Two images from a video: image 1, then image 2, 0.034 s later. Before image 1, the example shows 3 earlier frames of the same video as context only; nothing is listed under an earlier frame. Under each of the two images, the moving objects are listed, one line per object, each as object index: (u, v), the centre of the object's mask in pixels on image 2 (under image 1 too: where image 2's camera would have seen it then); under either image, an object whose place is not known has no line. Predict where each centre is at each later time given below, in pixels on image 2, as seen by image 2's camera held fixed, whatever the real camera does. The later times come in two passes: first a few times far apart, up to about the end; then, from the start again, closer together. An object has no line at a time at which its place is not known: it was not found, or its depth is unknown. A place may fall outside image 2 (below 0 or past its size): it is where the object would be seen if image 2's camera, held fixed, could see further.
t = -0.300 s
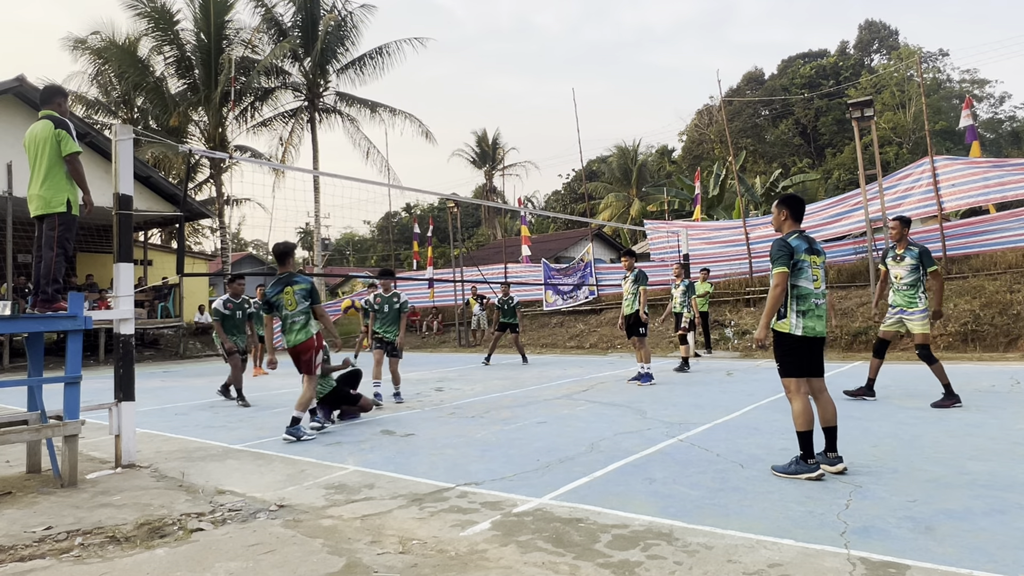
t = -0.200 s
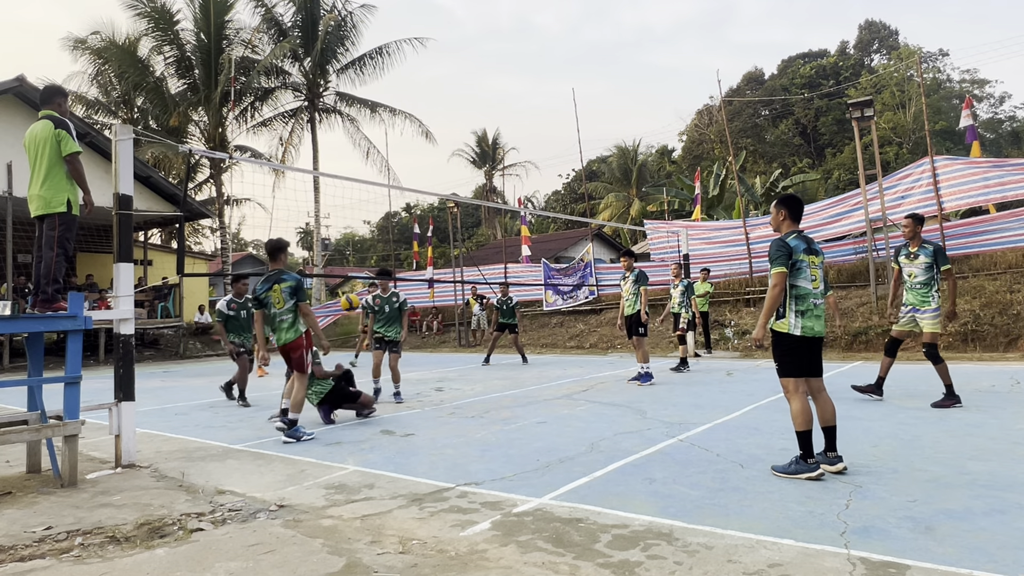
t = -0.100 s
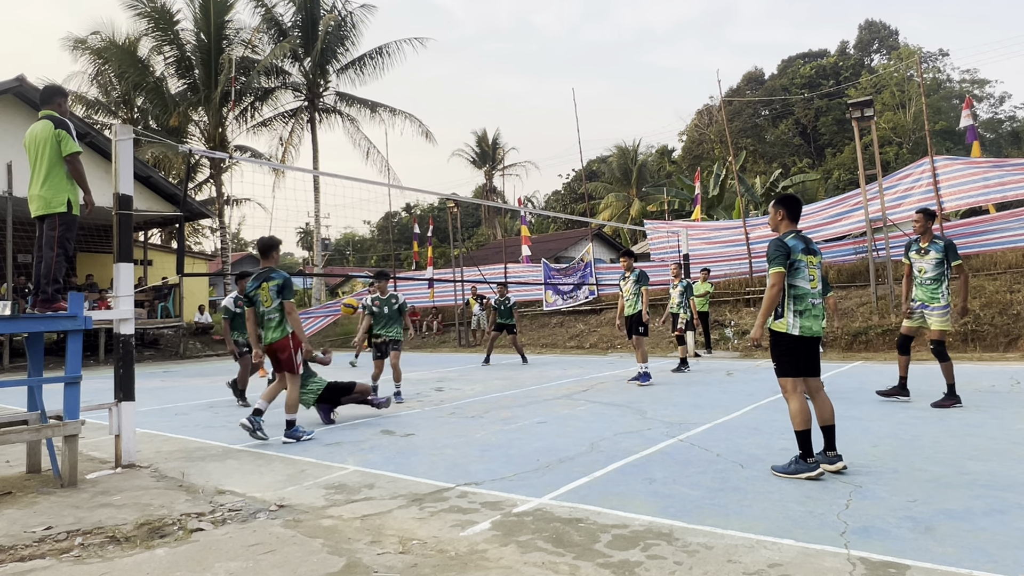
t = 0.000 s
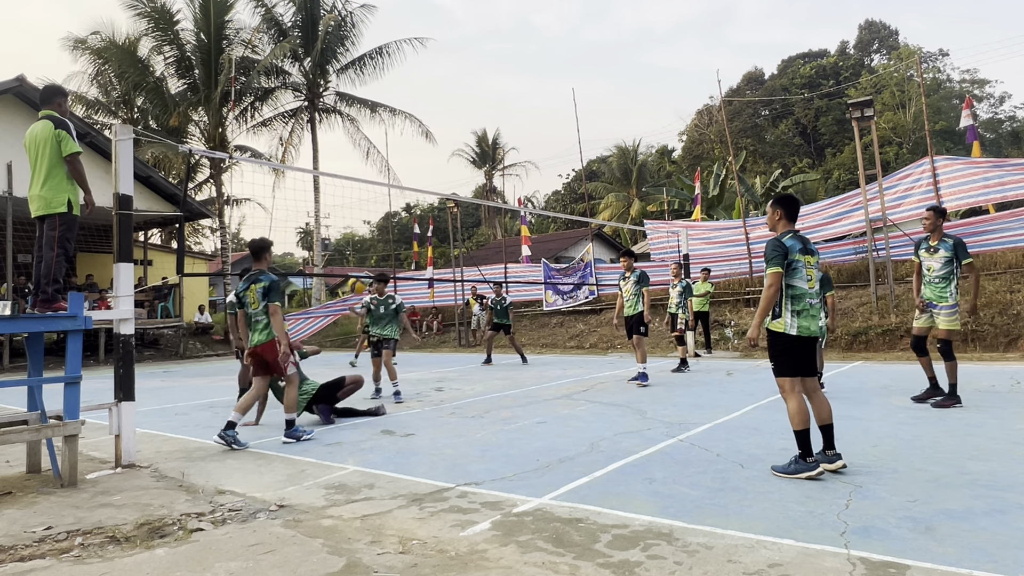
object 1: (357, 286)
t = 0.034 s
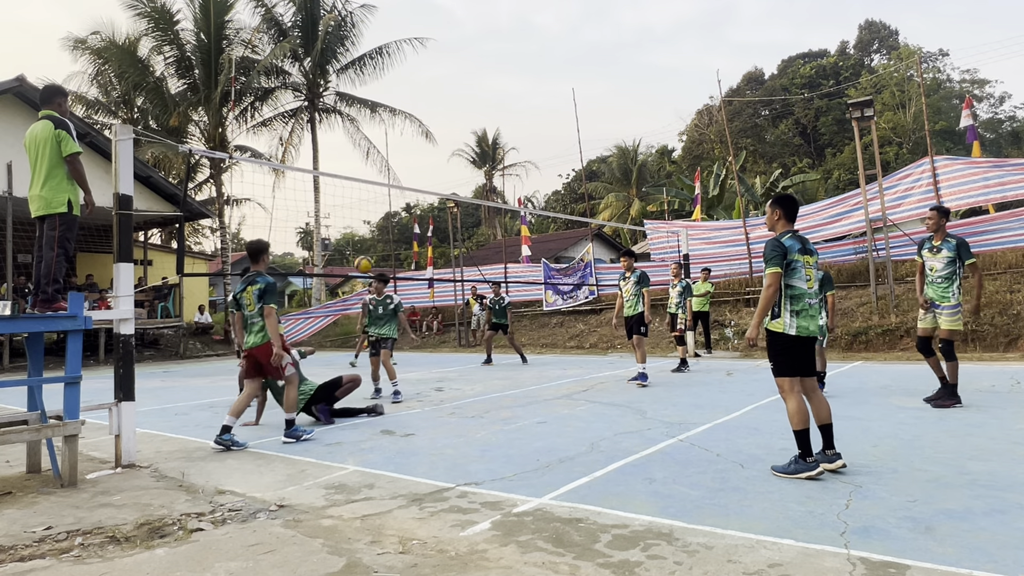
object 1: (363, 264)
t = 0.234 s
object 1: (404, 164)
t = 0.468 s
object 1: (451, 88)
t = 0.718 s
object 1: (502, 60)
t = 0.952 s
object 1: (551, 81)
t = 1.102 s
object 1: (583, 119)
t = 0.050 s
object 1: (367, 254)
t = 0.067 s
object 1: (370, 245)
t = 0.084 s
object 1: (374, 236)
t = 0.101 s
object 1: (377, 226)
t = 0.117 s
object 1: (380, 219)
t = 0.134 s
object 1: (383, 210)
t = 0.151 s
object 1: (387, 202)
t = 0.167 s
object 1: (390, 195)
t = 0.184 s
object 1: (394, 185)
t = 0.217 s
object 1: (400, 171)
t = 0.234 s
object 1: (404, 164)
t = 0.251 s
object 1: (407, 157)
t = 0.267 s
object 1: (411, 150)
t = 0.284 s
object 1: (414, 144)
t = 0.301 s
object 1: (417, 137)
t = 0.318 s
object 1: (420, 132)
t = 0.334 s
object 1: (424, 126)
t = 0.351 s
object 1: (427, 121)
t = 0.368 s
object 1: (430, 115)
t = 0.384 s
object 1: (434, 110)
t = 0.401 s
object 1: (437, 105)
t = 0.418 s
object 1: (440, 101)
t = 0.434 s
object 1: (444, 96)
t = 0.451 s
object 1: (448, 92)
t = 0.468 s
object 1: (451, 88)
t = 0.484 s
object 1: (454, 85)
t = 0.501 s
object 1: (458, 81)
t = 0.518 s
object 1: (461, 78)
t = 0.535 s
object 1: (464, 76)
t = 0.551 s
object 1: (468, 73)
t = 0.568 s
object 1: (471, 71)
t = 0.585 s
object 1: (475, 68)
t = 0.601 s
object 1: (478, 67)
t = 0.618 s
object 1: (482, 65)
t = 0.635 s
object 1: (485, 64)
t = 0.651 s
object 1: (488, 62)
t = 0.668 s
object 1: (492, 61)
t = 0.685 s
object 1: (495, 61)
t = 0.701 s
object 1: (499, 60)
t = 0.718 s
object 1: (502, 60)
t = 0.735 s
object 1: (506, 60)
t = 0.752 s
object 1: (509, 60)
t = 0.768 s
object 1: (513, 60)
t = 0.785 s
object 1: (516, 61)
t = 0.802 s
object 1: (520, 62)
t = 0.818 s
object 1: (523, 63)
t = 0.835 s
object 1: (527, 65)
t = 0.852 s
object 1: (530, 66)
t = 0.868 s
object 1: (534, 68)
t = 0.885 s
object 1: (537, 70)
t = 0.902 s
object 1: (541, 73)
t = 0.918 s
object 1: (544, 75)
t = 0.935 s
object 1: (548, 78)
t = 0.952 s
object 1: (551, 81)
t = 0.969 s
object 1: (555, 84)
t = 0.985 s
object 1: (558, 88)
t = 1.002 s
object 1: (562, 92)
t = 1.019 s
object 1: (565, 95)
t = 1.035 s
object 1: (569, 100)
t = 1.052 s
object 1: (572, 104)
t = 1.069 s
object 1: (576, 109)
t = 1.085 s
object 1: (579, 114)
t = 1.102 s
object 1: (583, 119)
